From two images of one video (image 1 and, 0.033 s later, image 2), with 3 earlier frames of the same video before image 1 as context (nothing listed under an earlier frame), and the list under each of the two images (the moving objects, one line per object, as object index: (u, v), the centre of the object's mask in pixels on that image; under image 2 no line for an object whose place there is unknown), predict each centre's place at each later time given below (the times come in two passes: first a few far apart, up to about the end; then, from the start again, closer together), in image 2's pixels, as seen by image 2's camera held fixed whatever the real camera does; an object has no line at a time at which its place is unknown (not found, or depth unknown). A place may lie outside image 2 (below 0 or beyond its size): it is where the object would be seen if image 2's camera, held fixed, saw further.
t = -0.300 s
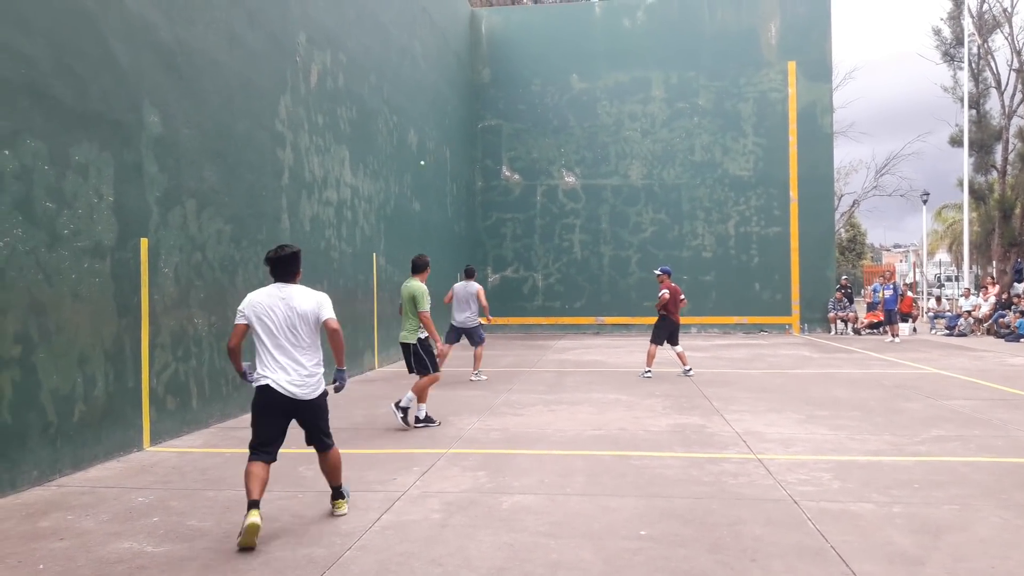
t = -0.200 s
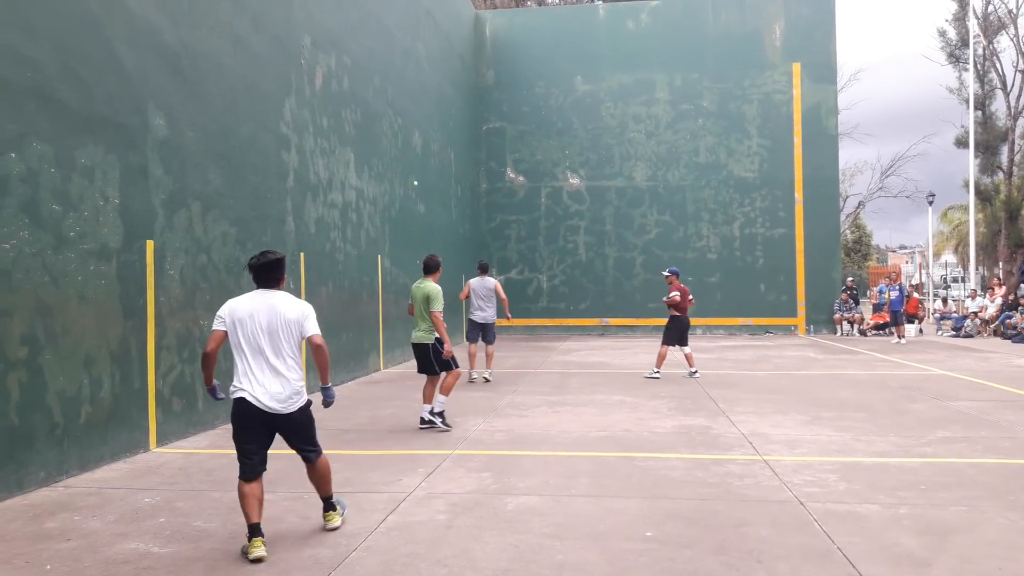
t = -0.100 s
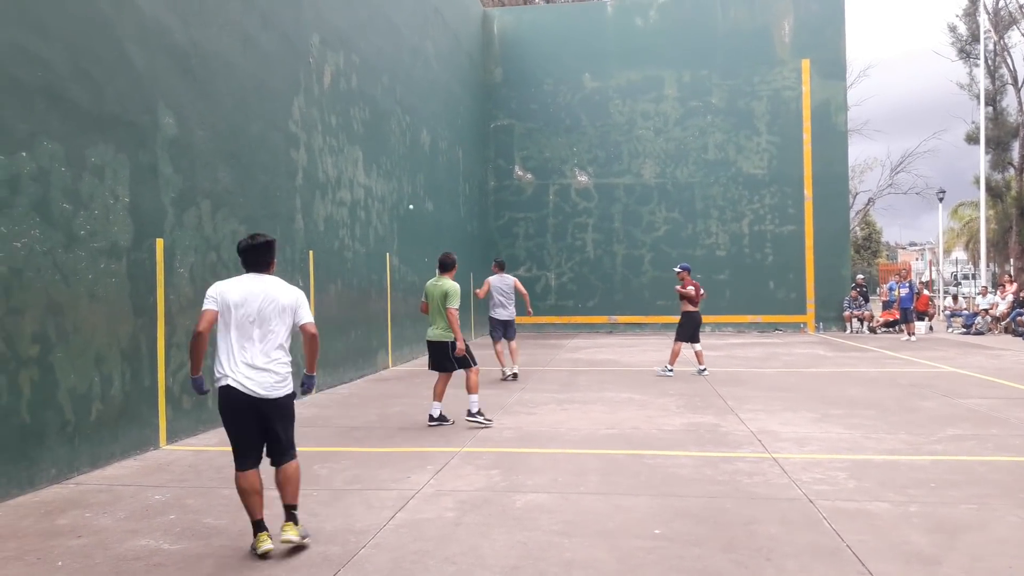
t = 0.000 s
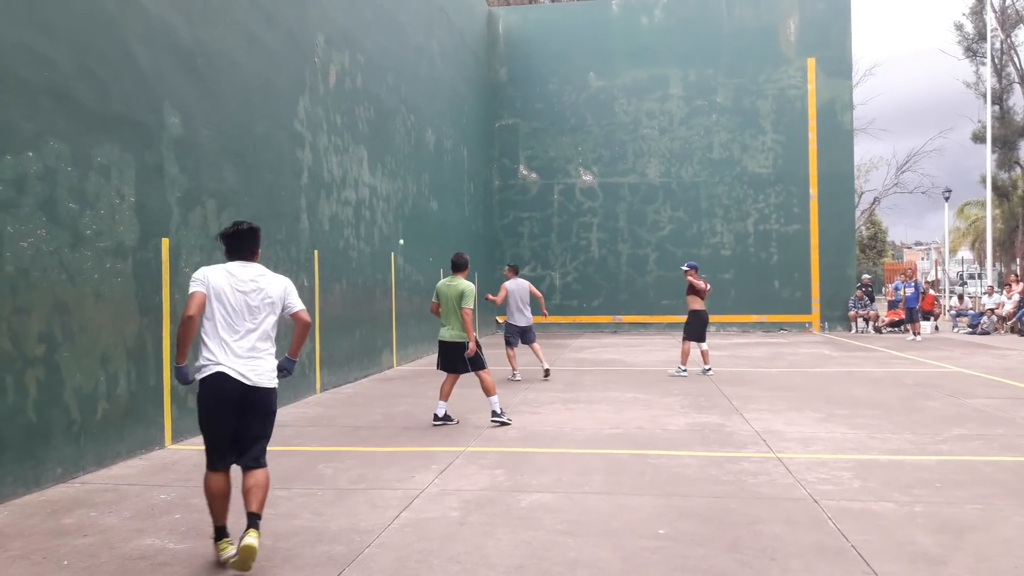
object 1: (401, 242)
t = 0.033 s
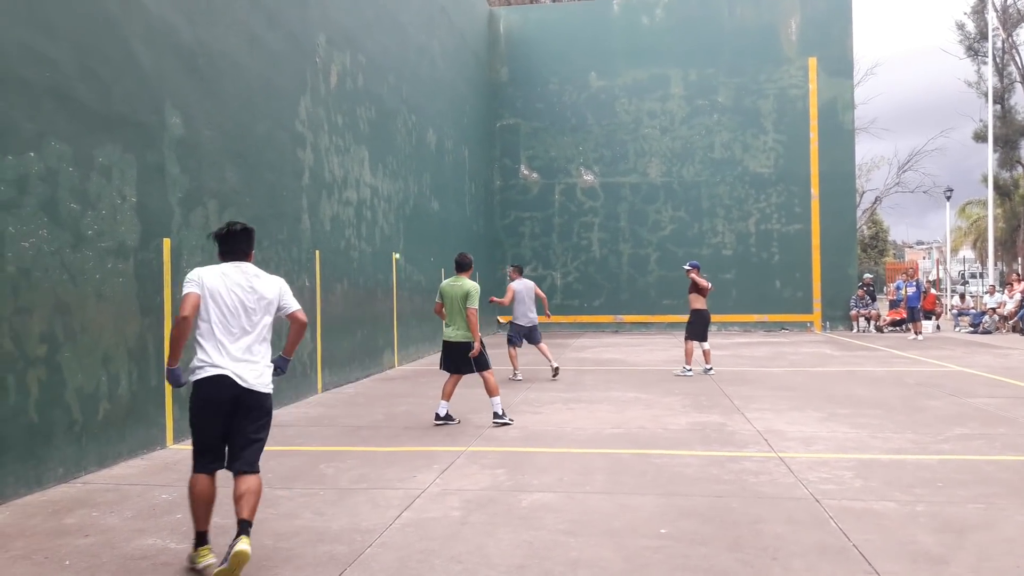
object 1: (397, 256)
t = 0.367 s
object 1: (341, 336)
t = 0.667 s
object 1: (300, 222)
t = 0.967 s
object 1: (246, 164)
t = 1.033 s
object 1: (232, 161)
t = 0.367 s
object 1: (341, 336)
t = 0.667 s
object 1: (300, 222)
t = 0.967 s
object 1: (246, 164)
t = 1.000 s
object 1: (239, 162)
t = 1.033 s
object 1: (232, 161)
